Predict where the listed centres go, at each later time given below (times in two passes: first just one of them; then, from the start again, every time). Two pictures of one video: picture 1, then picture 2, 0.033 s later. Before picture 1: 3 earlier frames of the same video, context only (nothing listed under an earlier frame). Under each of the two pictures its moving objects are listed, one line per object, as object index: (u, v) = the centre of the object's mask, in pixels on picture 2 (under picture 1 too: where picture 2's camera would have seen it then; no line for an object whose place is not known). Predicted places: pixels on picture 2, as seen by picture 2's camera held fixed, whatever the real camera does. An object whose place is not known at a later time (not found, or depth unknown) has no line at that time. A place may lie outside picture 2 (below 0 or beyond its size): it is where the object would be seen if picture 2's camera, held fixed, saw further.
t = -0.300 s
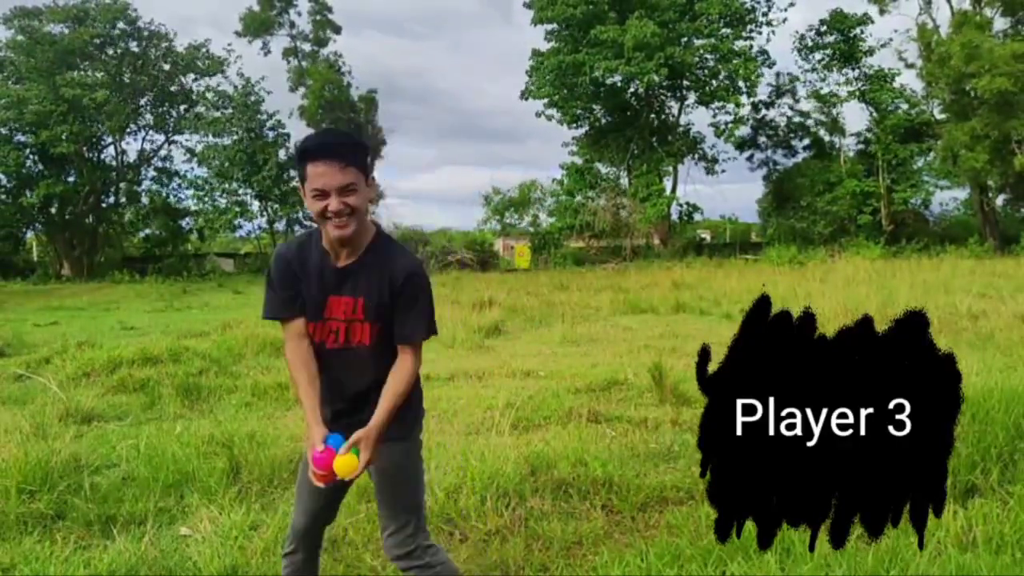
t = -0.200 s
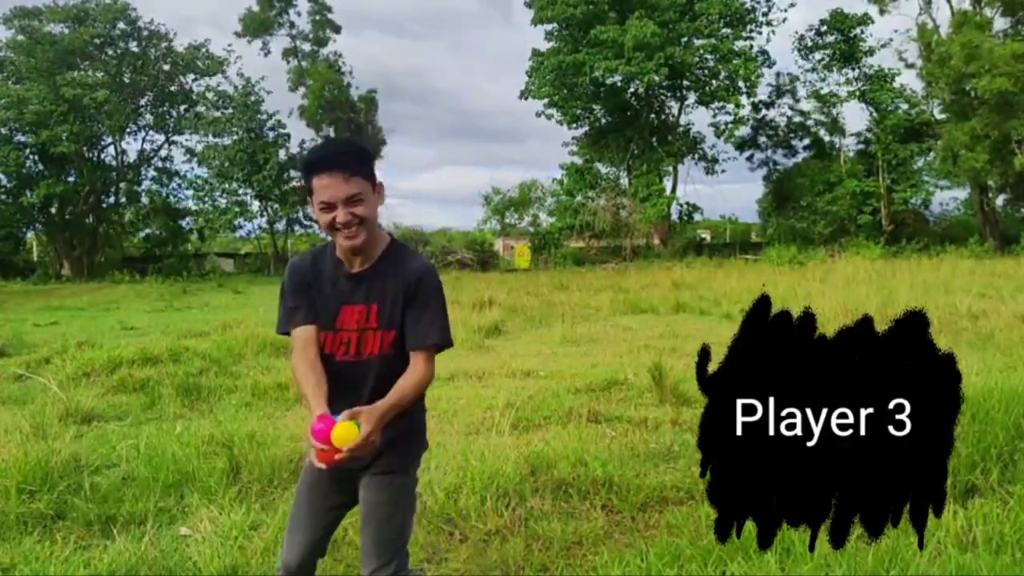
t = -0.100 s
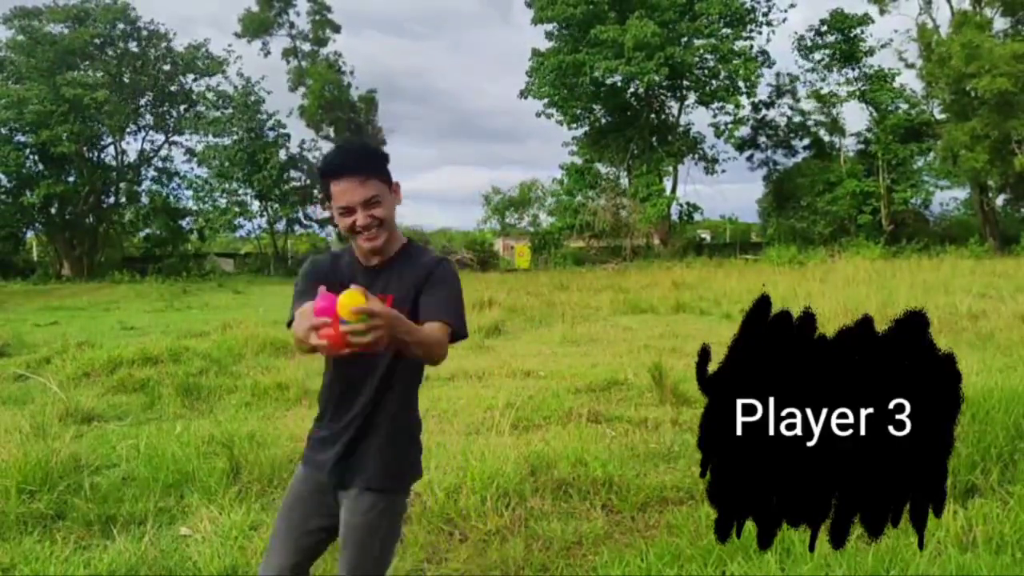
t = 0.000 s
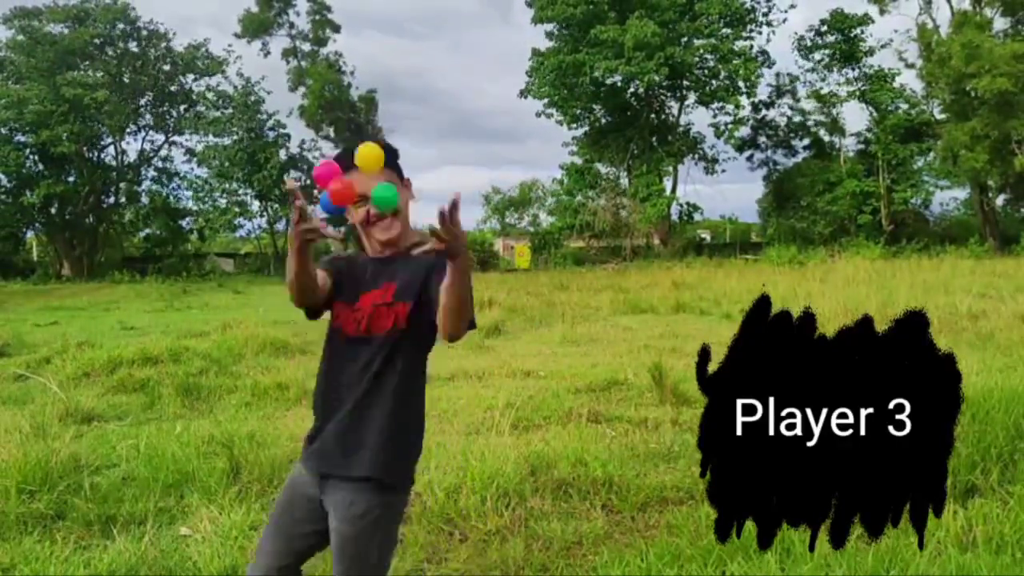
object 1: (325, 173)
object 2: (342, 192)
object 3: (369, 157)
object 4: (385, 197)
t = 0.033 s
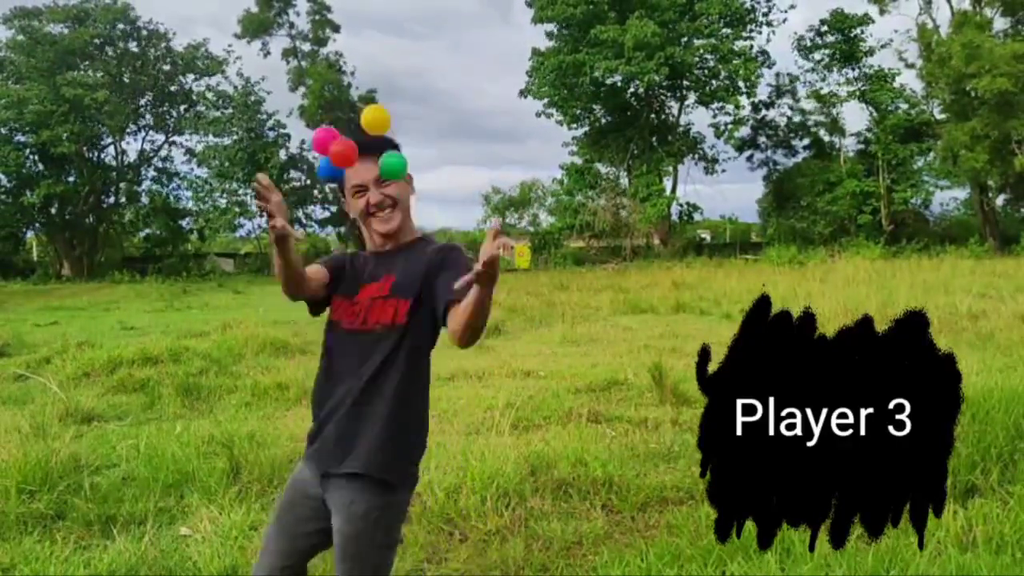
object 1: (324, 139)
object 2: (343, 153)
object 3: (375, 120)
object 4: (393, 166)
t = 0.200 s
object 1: (323, 59)
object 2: (353, 40)
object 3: (399, 23)
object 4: (434, 91)
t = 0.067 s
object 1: (322, 112)
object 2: (344, 119)
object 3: (381, 88)
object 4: (401, 140)
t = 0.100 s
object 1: (322, 90)
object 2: (346, 92)
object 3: (386, 63)
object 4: (410, 119)
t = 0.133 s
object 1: (323, 75)
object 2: (348, 69)
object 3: (391, 44)
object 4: (418, 104)
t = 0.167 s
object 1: (323, 64)
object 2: (350, 51)
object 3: (395, 30)
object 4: (426, 95)
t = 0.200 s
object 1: (323, 59)
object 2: (353, 40)
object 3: (399, 23)
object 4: (434, 91)
